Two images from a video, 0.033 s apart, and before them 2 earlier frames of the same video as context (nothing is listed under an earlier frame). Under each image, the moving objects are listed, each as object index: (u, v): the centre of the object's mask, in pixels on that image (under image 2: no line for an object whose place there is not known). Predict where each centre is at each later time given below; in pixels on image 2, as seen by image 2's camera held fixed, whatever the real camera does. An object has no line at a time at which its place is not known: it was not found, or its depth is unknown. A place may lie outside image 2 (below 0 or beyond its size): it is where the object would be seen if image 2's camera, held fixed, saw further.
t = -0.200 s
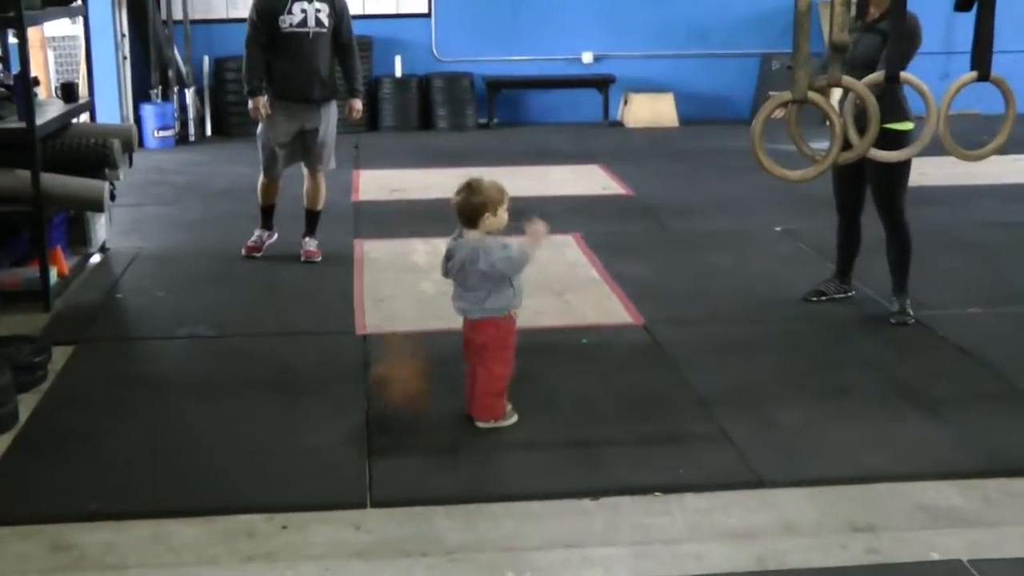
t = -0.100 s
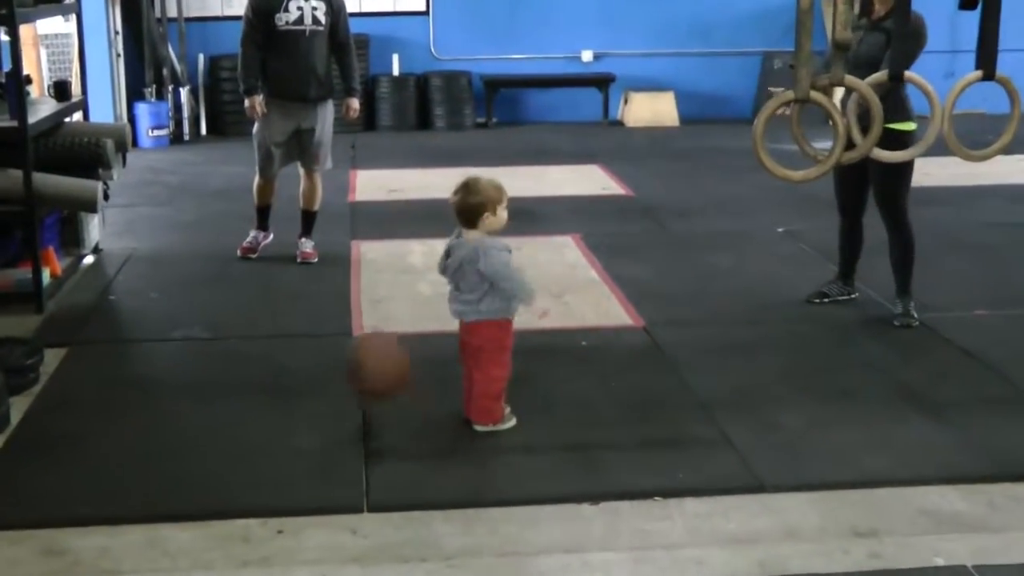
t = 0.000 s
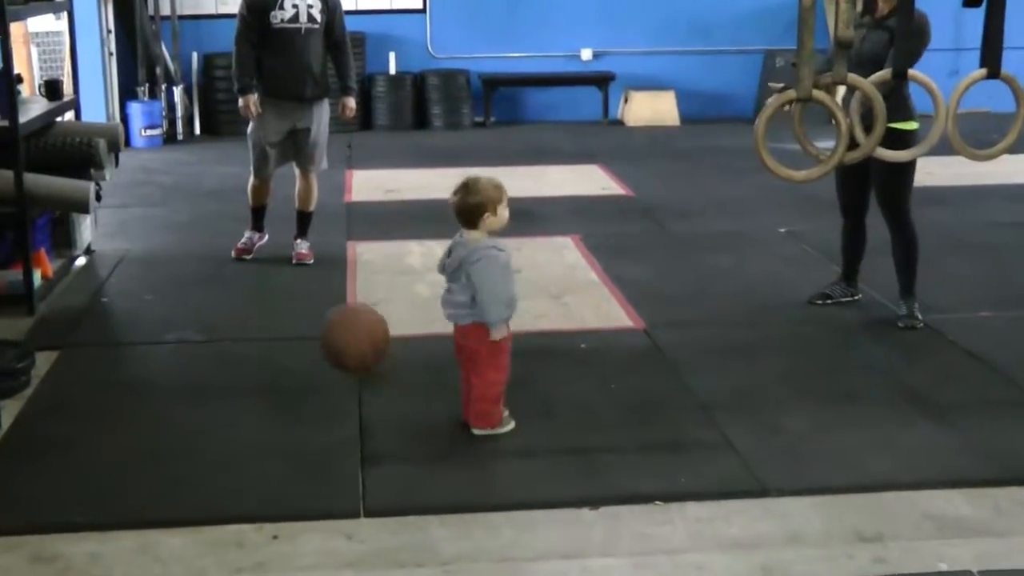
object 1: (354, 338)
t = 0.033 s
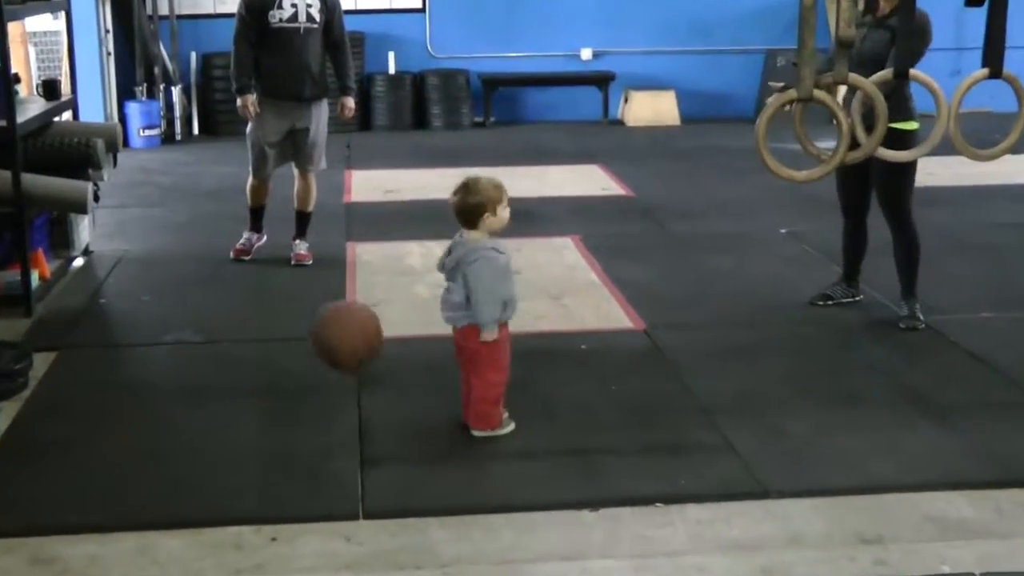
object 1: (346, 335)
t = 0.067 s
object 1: (341, 334)
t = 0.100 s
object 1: (335, 336)
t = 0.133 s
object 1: (328, 342)
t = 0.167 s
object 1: (324, 349)
